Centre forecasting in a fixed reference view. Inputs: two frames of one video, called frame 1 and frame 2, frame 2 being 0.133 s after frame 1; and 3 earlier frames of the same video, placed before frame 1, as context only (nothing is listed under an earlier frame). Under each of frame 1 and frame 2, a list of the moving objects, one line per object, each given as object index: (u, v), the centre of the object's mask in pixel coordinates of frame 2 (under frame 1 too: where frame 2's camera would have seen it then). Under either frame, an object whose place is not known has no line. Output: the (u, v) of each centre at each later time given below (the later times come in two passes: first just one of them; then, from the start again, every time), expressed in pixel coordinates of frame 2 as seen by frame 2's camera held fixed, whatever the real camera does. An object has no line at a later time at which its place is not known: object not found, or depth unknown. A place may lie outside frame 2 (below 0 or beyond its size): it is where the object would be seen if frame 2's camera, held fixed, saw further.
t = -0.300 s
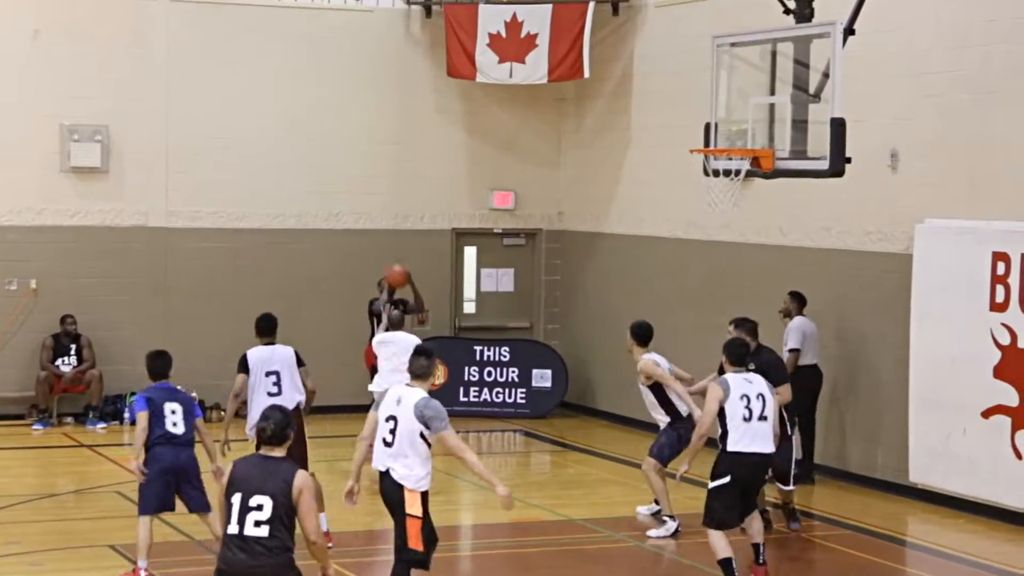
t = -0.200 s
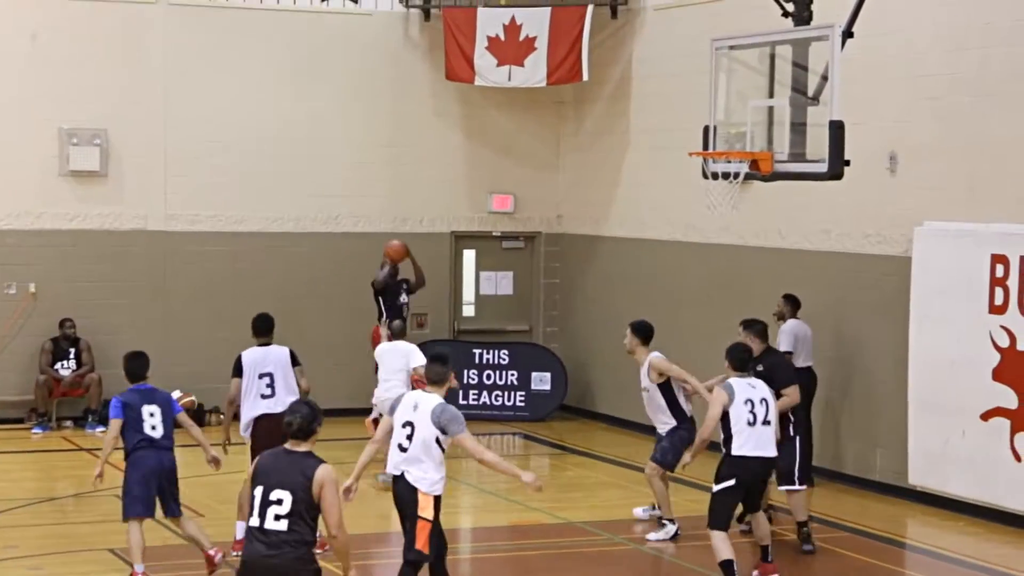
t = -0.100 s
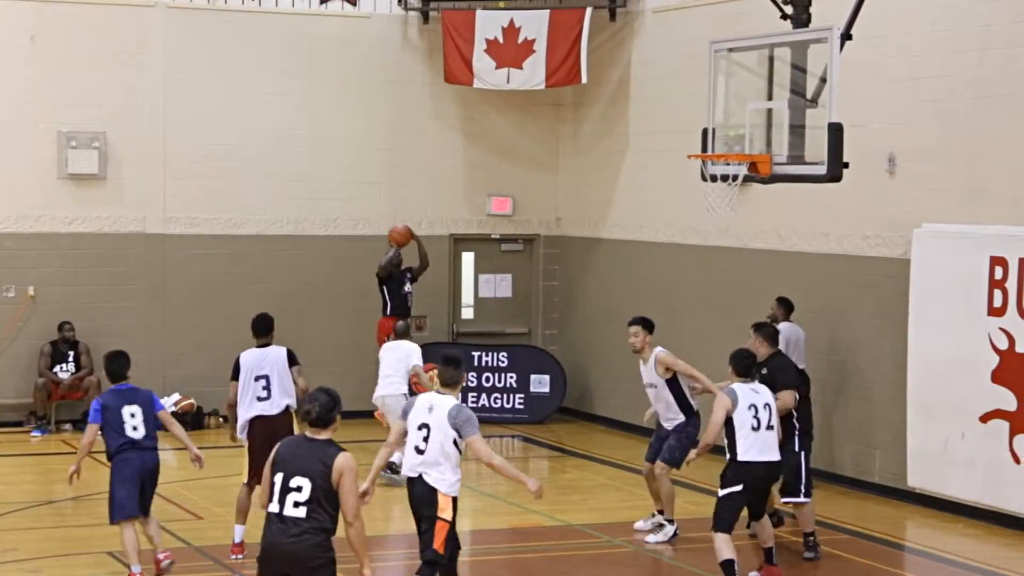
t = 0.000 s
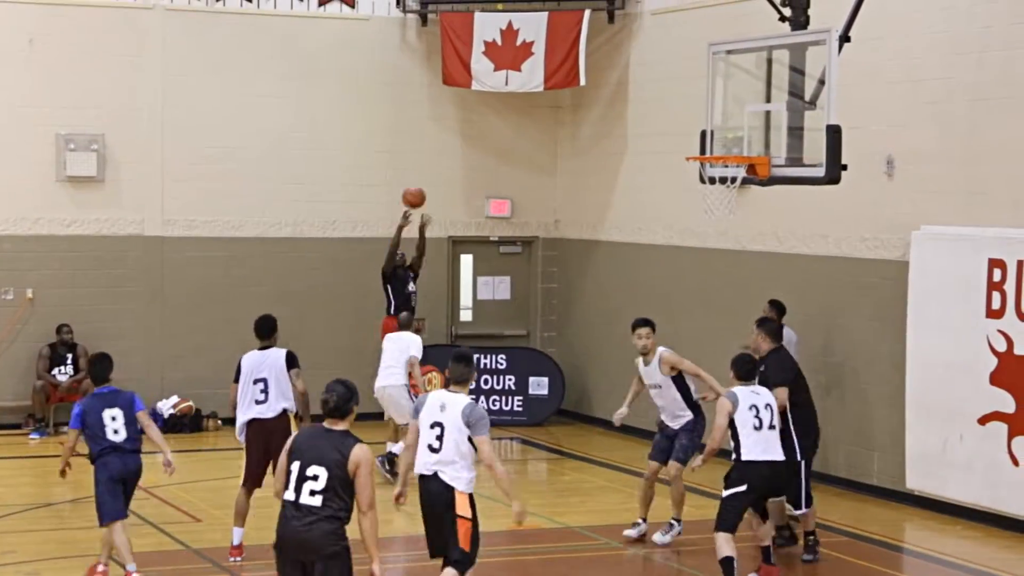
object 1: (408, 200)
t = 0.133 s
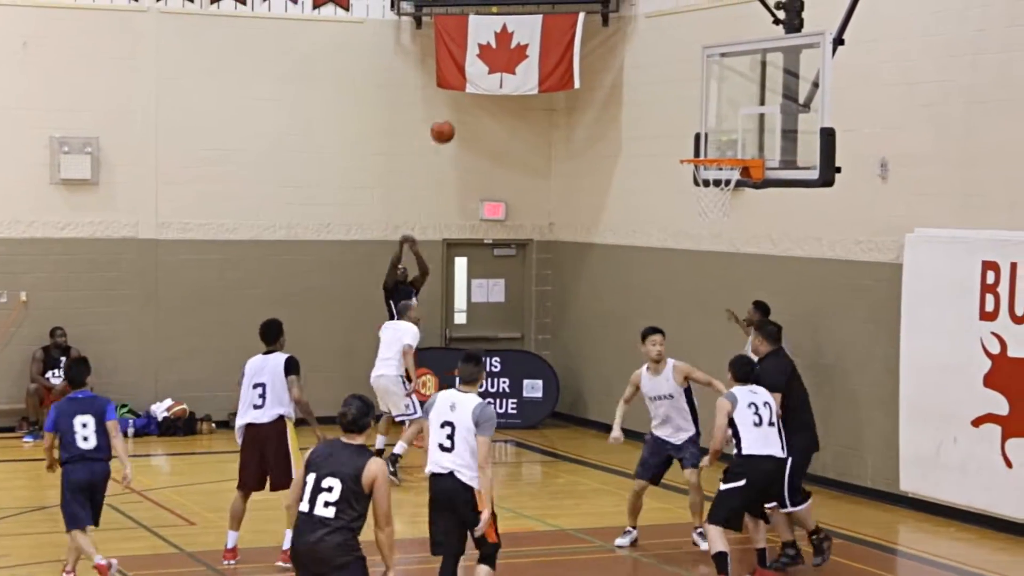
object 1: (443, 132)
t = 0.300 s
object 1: (489, 65)
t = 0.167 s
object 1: (452, 117)
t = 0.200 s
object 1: (461, 103)
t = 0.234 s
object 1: (470, 89)
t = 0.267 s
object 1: (479, 76)
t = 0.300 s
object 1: (489, 65)
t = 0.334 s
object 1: (500, 54)
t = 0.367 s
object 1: (508, 44)
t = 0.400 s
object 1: (519, 37)
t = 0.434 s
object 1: (528, 32)
